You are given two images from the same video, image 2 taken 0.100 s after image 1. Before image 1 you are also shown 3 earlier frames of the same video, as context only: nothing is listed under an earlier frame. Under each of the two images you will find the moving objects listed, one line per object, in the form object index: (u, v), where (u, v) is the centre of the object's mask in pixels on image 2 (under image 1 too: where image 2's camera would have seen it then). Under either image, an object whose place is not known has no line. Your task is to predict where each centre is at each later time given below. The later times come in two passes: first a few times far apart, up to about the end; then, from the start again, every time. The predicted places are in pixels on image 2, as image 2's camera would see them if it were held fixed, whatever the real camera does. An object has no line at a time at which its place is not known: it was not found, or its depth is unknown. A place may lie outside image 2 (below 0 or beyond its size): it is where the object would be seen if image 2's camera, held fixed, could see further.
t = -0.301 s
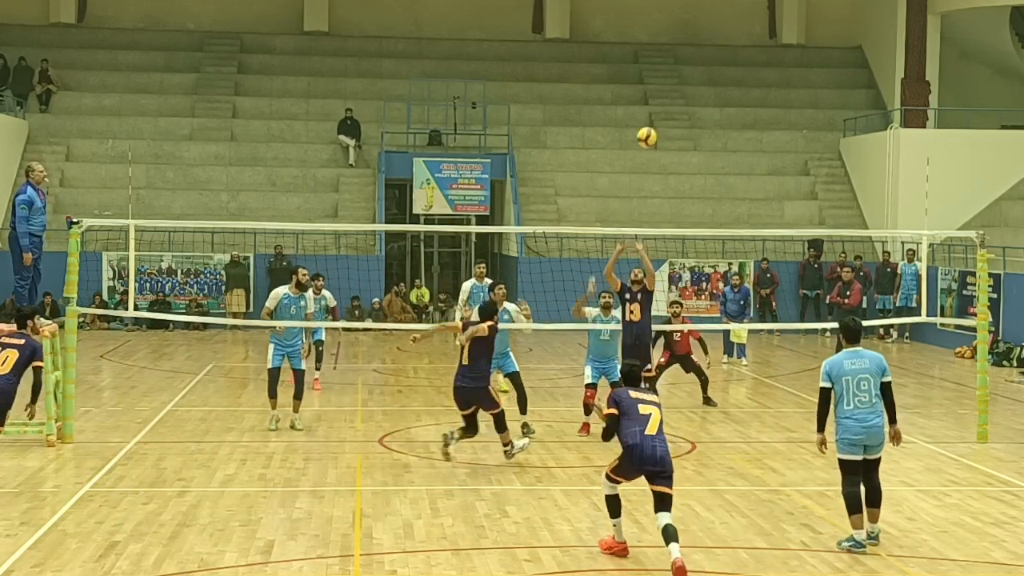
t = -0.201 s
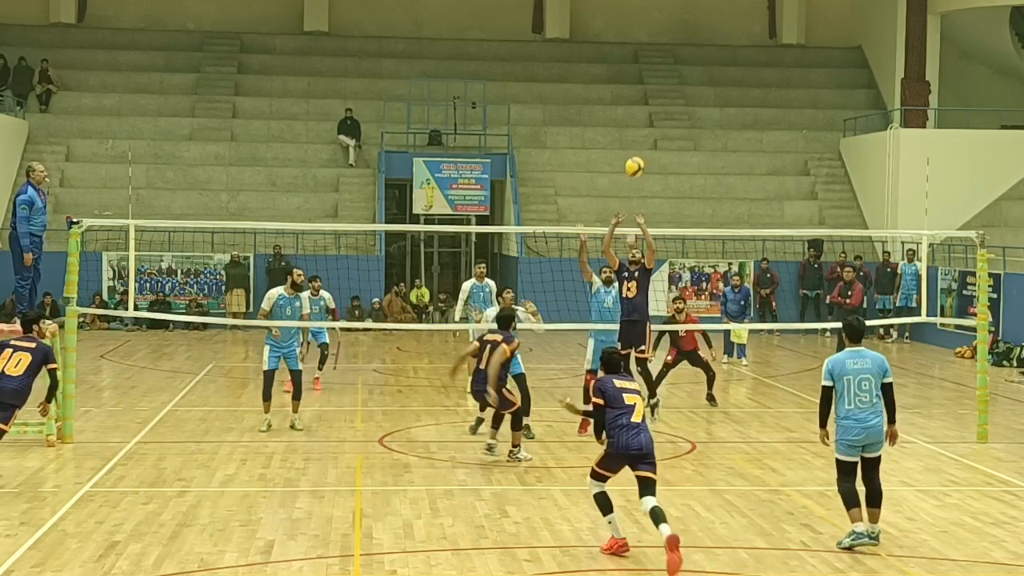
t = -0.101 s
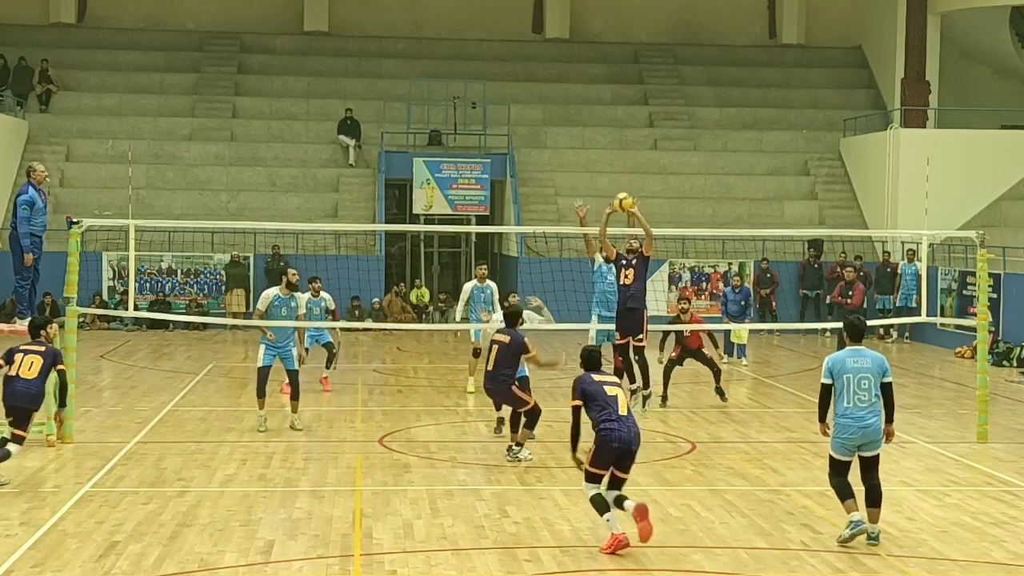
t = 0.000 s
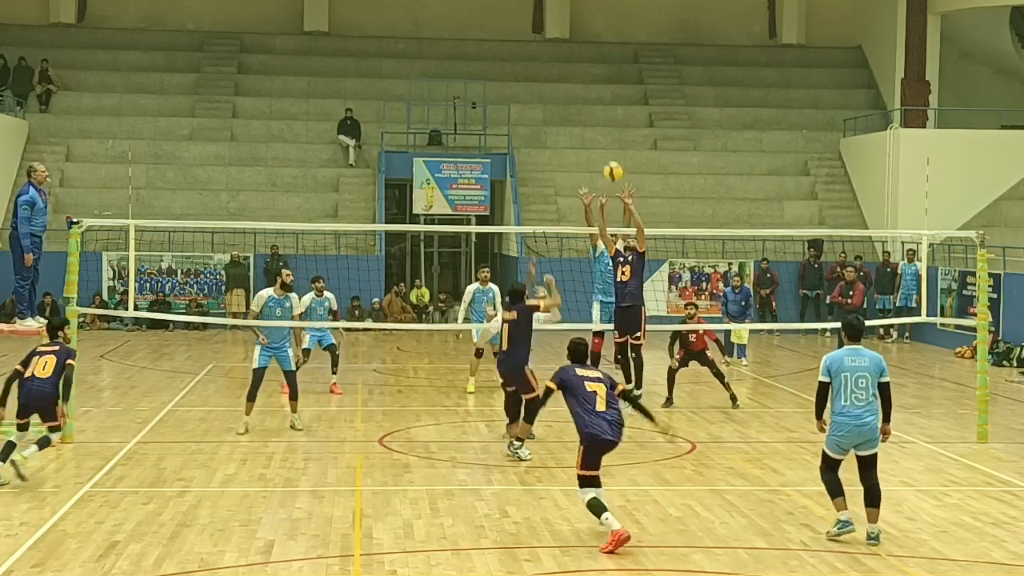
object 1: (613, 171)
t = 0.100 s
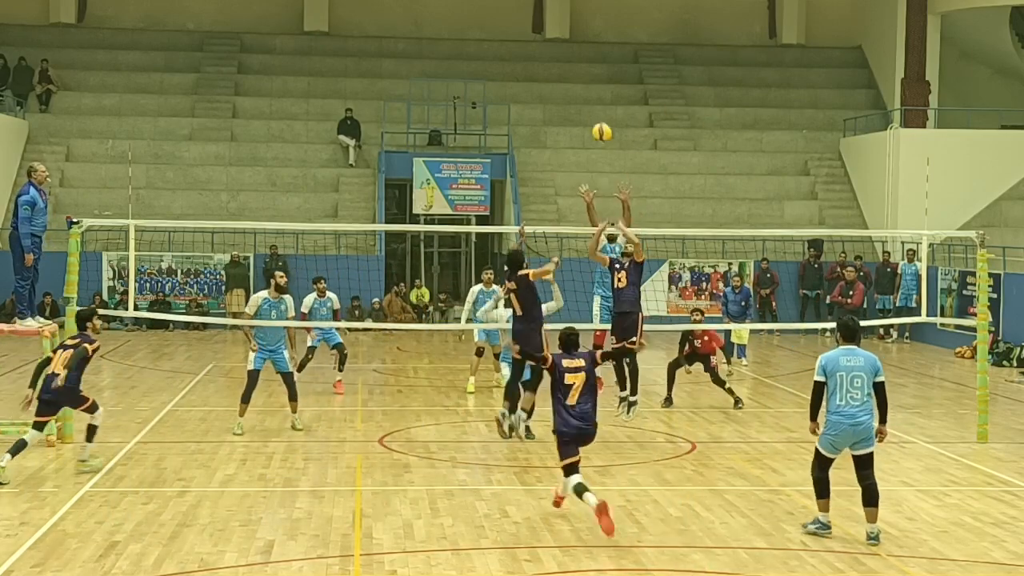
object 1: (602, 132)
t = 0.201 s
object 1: (590, 103)
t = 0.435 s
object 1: (562, 66)
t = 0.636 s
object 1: (536, 76)
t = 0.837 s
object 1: (510, 123)
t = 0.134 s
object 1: (598, 121)
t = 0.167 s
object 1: (594, 111)
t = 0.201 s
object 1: (590, 103)
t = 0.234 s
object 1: (586, 95)
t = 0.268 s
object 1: (583, 88)
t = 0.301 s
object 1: (578, 81)
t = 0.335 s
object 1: (574, 76)
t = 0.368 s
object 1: (570, 72)
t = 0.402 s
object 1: (566, 69)
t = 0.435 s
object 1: (562, 66)
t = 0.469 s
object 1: (558, 65)
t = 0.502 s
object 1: (554, 66)
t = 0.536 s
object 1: (549, 67)
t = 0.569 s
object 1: (545, 69)
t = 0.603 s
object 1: (541, 72)
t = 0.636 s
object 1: (536, 76)
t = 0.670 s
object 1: (532, 81)
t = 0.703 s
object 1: (528, 87)
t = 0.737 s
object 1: (523, 95)
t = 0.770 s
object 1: (519, 103)
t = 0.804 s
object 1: (515, 113)
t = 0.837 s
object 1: (510, 123)
